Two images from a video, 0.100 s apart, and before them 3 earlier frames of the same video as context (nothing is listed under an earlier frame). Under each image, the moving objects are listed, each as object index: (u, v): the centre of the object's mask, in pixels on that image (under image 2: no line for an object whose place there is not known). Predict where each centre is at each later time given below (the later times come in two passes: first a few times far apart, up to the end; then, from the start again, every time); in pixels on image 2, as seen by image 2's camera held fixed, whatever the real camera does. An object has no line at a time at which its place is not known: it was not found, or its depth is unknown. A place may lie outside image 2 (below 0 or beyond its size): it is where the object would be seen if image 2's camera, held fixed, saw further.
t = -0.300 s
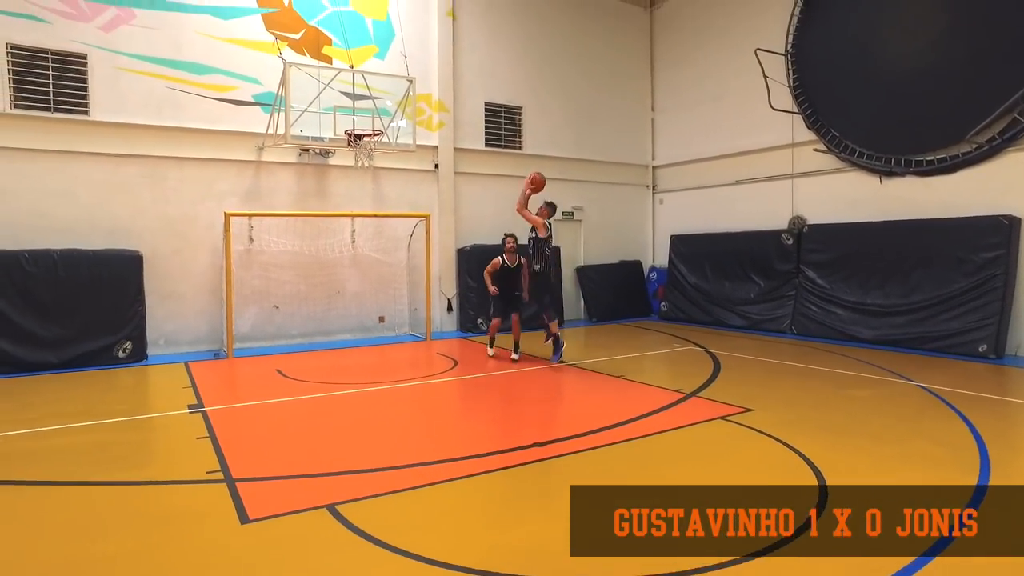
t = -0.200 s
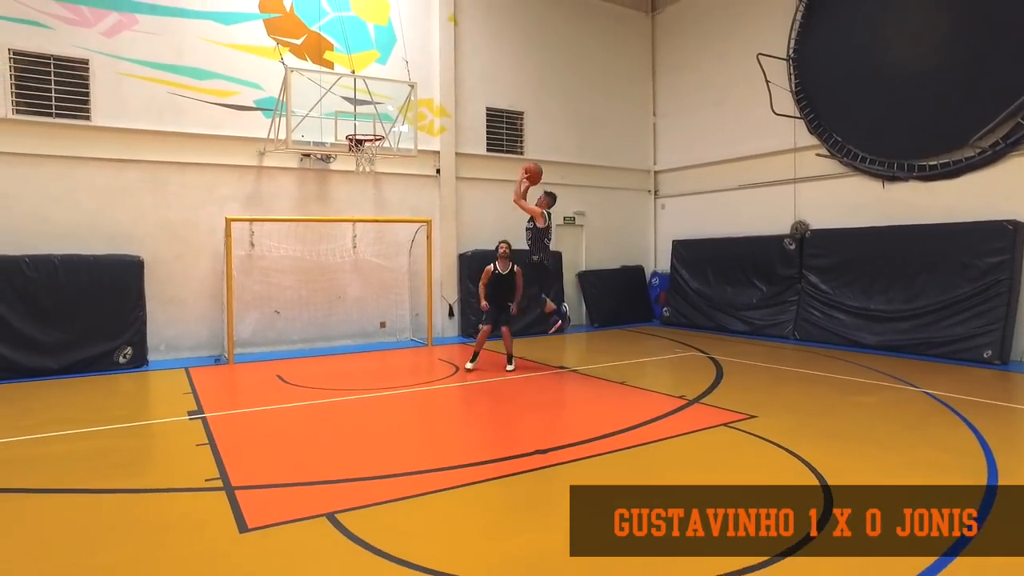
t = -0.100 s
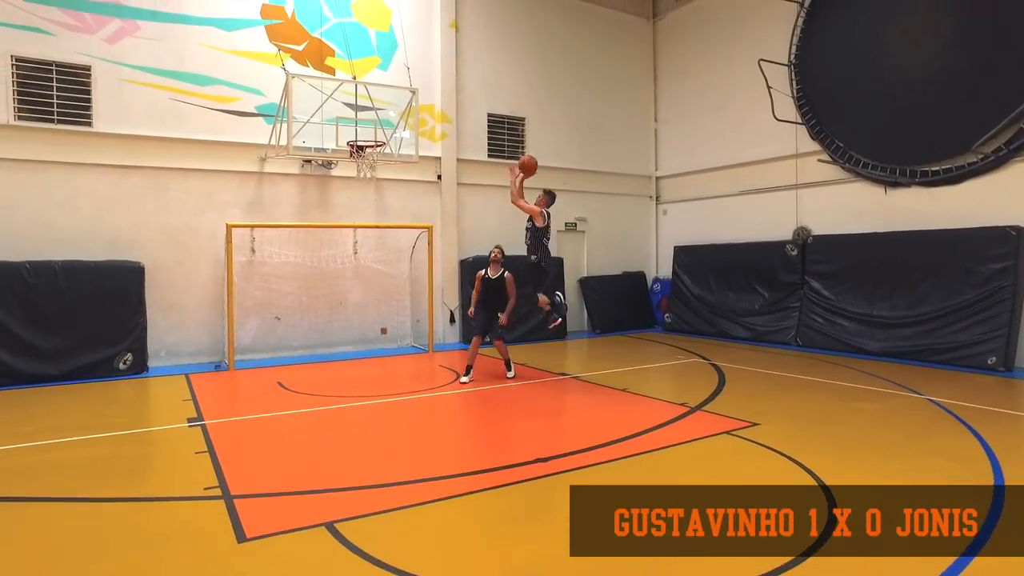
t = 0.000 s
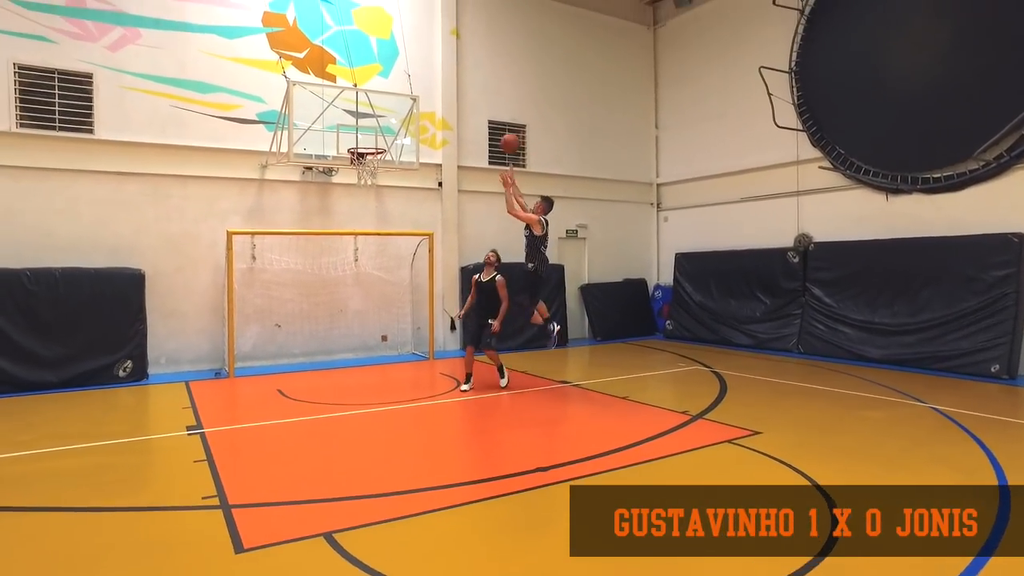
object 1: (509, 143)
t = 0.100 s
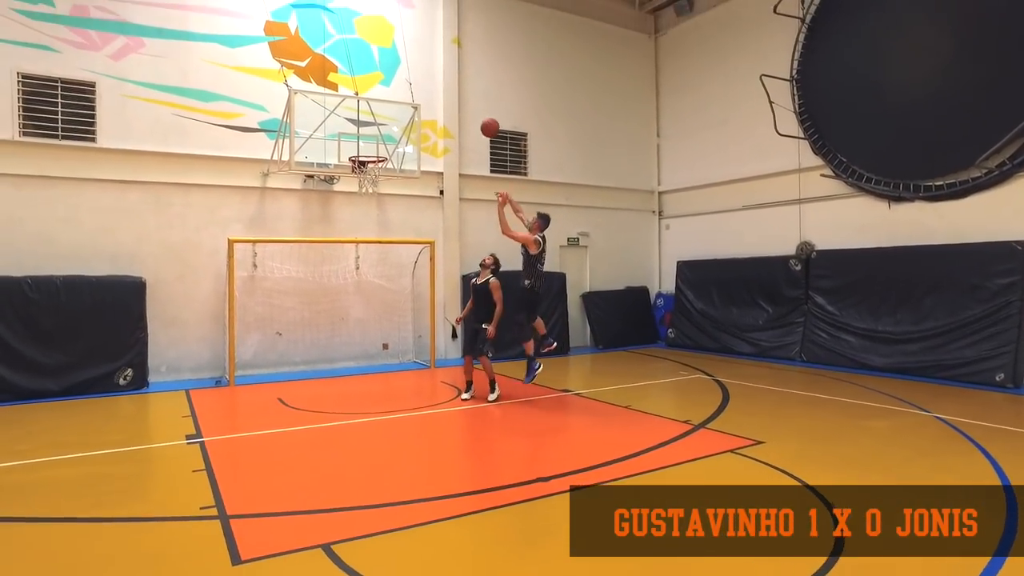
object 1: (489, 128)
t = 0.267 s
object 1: (455, 107)
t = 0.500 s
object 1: (409, 112)
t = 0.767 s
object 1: (363, 158)
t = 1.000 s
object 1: (378, 170)
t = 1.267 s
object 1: (372, 179)
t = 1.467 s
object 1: (358, 205)
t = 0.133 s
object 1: (483, 122)
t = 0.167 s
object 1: (476, 117)
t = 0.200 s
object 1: (469, 113)
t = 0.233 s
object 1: (462, 109)
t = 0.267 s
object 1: (455, 107)
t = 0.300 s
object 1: (448, 104)
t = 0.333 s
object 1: (441, 103)
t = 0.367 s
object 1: (434, 104)
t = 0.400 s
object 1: (428, 104)
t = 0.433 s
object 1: (422, 106)
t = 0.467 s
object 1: (415, 109)
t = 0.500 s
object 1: (409, 112)
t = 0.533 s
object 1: (403, 116)
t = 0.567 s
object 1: (397, 121)
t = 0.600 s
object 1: (391, 127)
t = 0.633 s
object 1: (384, 133)
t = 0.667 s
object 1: (378, 141)
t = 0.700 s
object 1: (372, 149)
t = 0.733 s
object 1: (367, 157)
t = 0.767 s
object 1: (363, 158)
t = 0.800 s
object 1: (359, 159)
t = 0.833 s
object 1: (360, 160)
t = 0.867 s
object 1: (364, 163)
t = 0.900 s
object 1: (368, 166)
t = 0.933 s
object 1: (373, 169)
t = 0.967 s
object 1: (377, 170)
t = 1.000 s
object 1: (378, 170)
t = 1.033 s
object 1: (378, 170)
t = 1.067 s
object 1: (378, 171)
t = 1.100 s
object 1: (379, 172)
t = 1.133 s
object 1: (377, 173)
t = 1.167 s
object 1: (376, 173)
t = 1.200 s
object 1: (374, 175)
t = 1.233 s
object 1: (374, 177)
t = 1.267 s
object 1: (372, 179)
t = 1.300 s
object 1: (369, 181)
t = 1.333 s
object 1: (366, 182)
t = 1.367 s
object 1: (364, 189)
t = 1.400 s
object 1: (362, 195)
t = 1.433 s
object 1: (360, 199)
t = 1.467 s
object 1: (358, 205)
